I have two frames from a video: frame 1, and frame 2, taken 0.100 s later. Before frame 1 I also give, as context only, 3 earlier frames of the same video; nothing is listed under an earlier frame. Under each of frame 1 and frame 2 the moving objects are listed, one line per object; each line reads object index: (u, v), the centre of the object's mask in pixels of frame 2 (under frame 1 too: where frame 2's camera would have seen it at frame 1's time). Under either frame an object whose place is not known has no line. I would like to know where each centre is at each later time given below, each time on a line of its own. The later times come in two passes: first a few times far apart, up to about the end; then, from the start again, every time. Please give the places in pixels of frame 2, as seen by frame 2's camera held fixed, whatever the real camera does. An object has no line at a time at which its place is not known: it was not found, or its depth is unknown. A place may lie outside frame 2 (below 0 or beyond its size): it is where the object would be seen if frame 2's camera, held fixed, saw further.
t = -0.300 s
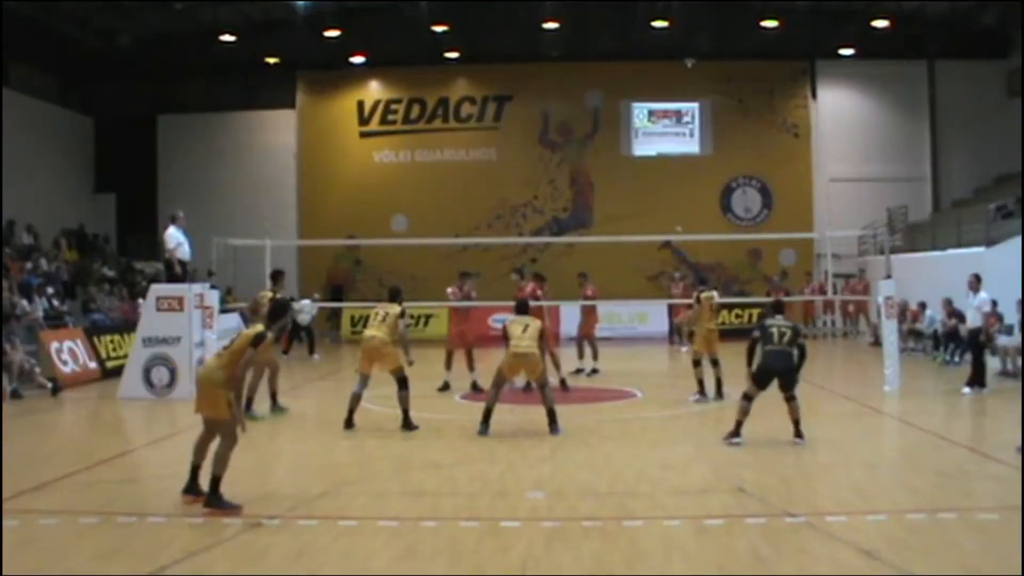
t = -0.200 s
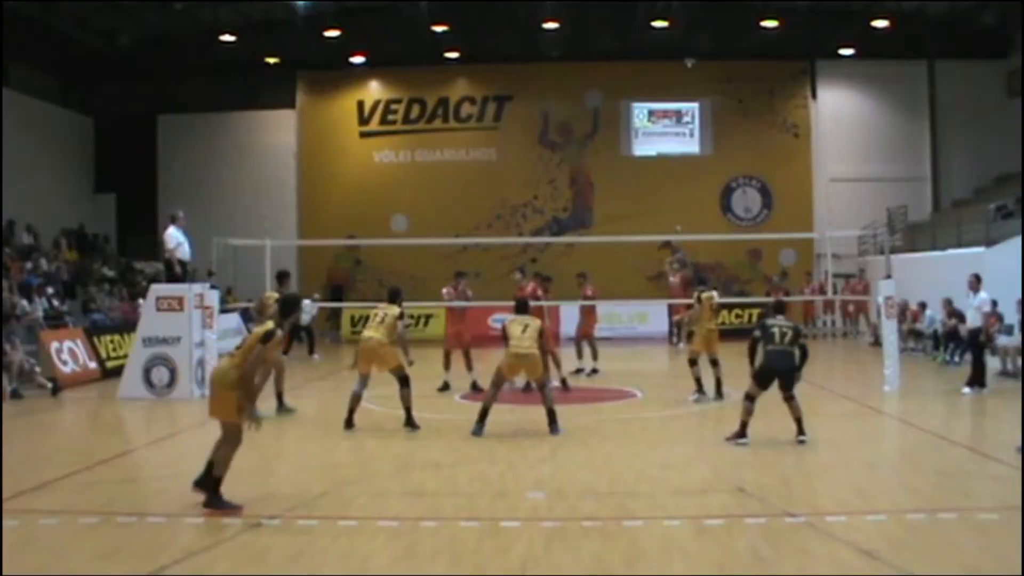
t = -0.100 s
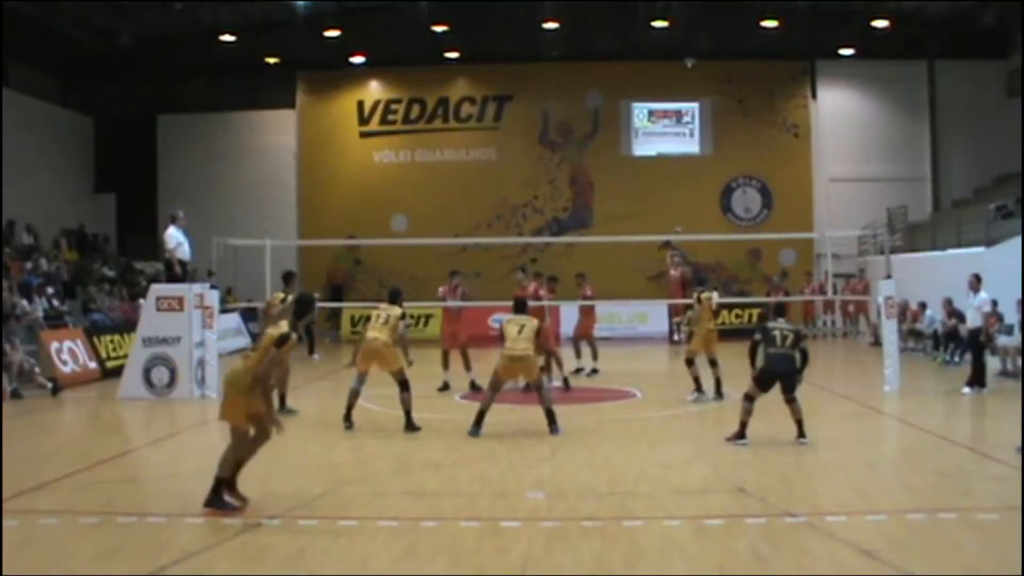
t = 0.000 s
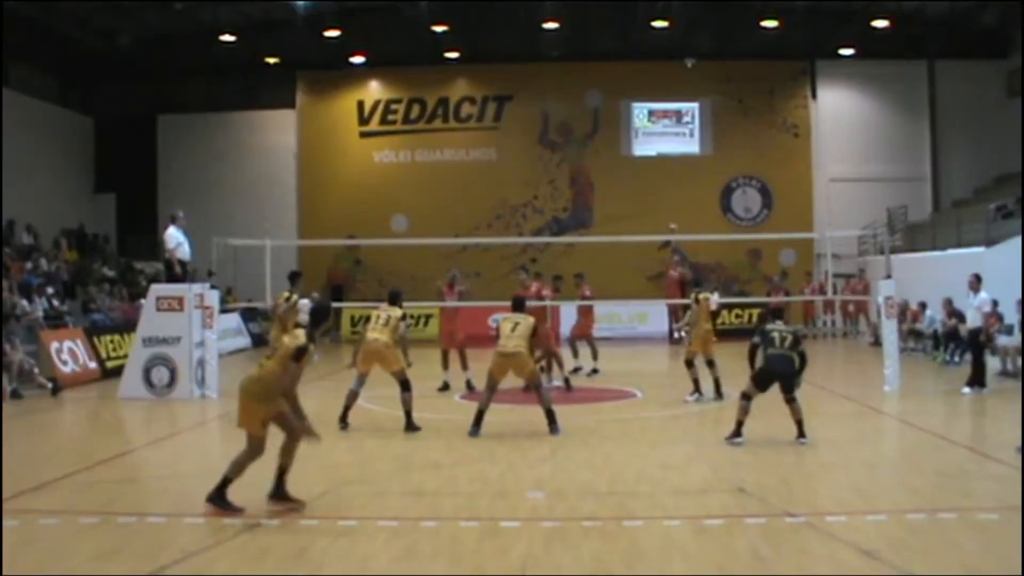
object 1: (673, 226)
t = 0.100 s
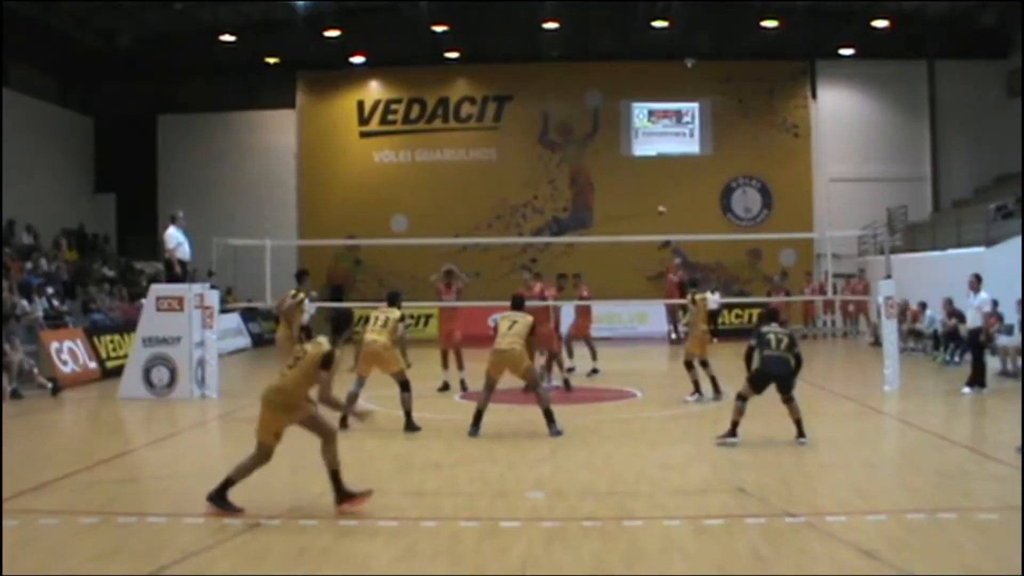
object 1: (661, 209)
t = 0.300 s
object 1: (643, 187)
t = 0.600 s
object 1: (623, 188)
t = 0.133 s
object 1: (658, 205)
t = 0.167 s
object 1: (655, 200)
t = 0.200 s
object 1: (651, 196)
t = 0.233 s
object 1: (648, 193)
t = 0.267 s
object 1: (645, 190)
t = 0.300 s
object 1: (643, 187)
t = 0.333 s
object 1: (640, 185)
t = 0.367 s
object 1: (638, 183)
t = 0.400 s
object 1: (636, 183)
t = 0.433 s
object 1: (634, 182)
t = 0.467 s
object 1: (631, 182)
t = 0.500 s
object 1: (629, 182)
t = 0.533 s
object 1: (627, 183)
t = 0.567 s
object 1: (625, 186)
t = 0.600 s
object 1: (623, 188)
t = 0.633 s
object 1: (621, 192)
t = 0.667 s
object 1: (618, 196)
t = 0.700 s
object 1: (616, 202)
